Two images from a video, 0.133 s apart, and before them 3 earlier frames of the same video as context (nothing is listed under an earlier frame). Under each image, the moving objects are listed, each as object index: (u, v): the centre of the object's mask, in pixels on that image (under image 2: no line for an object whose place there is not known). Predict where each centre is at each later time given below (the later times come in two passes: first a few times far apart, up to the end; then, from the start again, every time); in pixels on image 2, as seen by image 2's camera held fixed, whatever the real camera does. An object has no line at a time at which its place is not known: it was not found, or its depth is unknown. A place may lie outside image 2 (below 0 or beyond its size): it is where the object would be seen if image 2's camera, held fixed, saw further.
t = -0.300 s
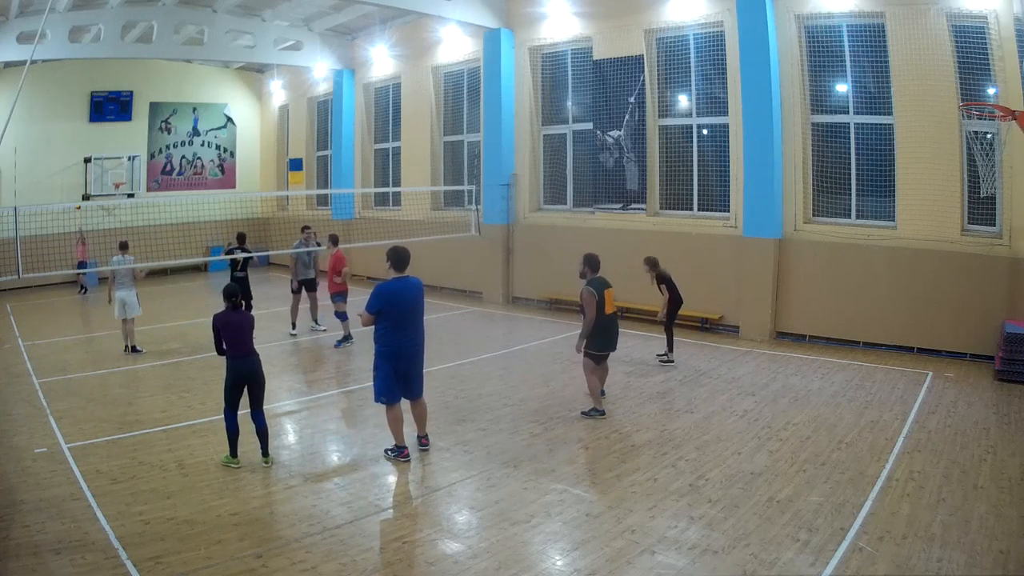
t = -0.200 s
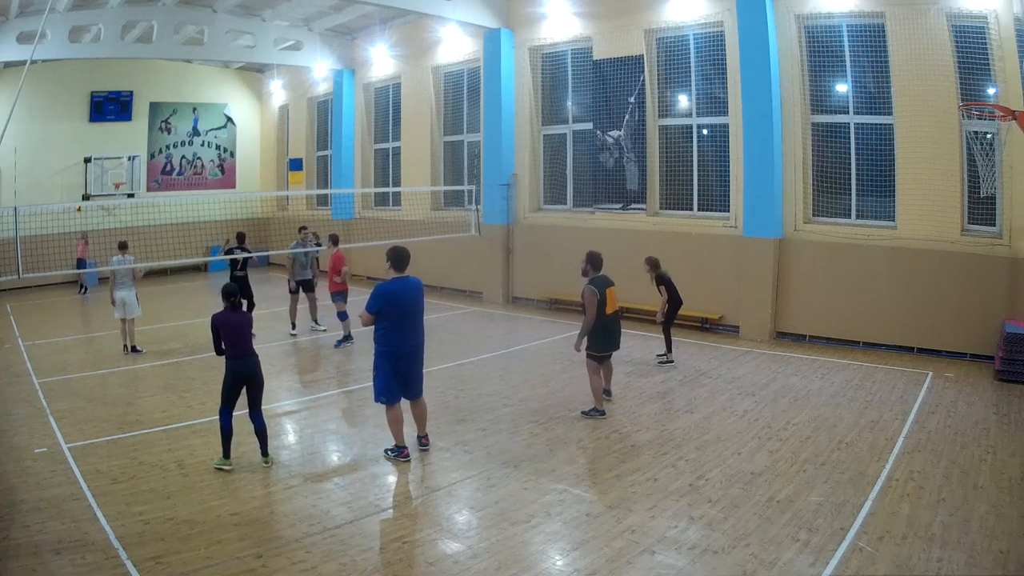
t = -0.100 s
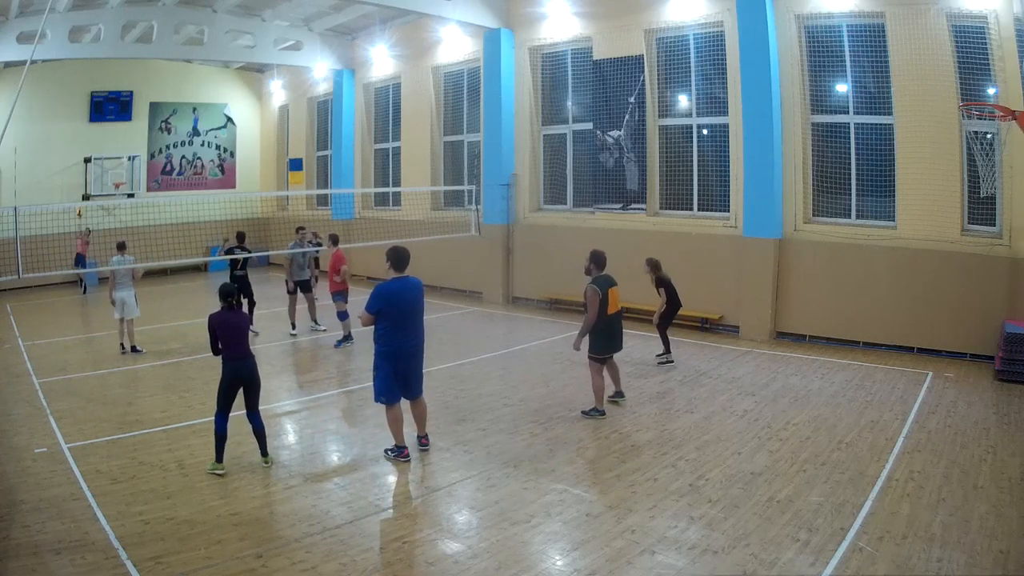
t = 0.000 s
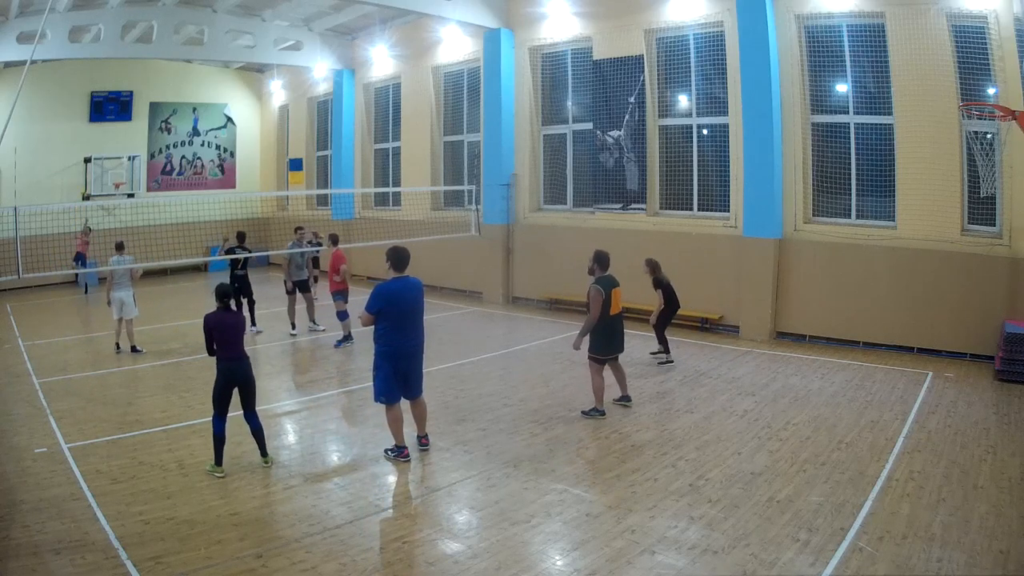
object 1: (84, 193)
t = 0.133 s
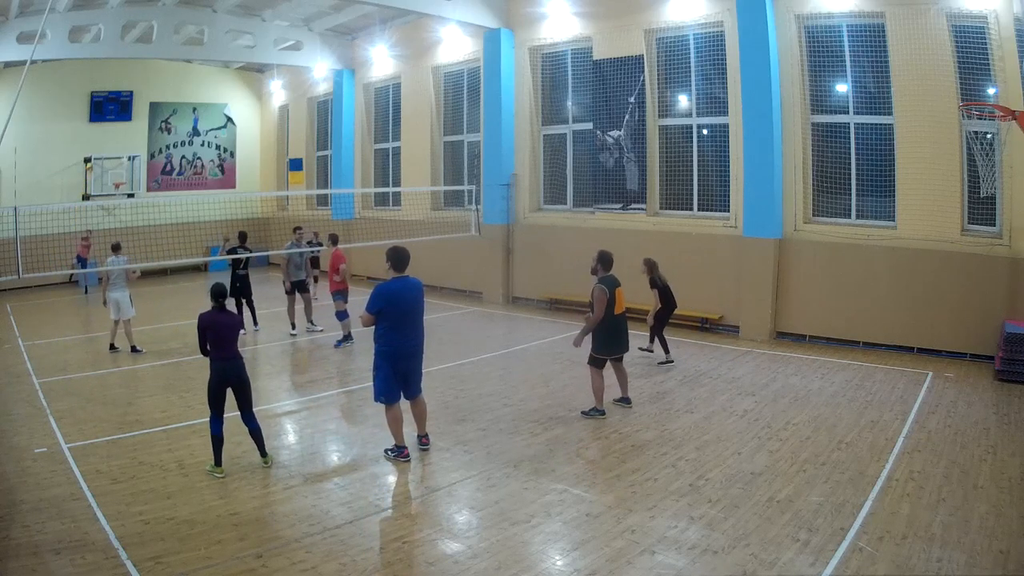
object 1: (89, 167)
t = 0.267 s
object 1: (98, 144)
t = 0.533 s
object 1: (126, 110)
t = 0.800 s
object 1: (176, 107)
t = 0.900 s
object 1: (205, 121)
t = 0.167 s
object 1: (91, 161)
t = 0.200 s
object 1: (93, 156)
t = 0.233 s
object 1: (96, 150)
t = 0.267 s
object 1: (98, 144)
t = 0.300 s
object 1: (101, 139)
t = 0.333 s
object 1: (105, 134)
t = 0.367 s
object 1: (107, 130)
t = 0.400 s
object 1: (110, 124)
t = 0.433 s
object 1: (114, 120)
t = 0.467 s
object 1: (118, 116)
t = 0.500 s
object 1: (122, 113)
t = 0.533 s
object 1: (126, 110)
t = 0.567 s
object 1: (131, 107)
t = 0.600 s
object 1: (137, 105)
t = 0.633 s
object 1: (143, 103)
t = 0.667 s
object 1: (148, 102)
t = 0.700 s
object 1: (155, 102)
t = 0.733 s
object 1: (162, 103)
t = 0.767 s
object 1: (170, 105)
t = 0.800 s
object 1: (176, 107)
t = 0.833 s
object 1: (186, 111)
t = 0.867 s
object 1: (196, 115)
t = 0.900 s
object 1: (205, 121)
